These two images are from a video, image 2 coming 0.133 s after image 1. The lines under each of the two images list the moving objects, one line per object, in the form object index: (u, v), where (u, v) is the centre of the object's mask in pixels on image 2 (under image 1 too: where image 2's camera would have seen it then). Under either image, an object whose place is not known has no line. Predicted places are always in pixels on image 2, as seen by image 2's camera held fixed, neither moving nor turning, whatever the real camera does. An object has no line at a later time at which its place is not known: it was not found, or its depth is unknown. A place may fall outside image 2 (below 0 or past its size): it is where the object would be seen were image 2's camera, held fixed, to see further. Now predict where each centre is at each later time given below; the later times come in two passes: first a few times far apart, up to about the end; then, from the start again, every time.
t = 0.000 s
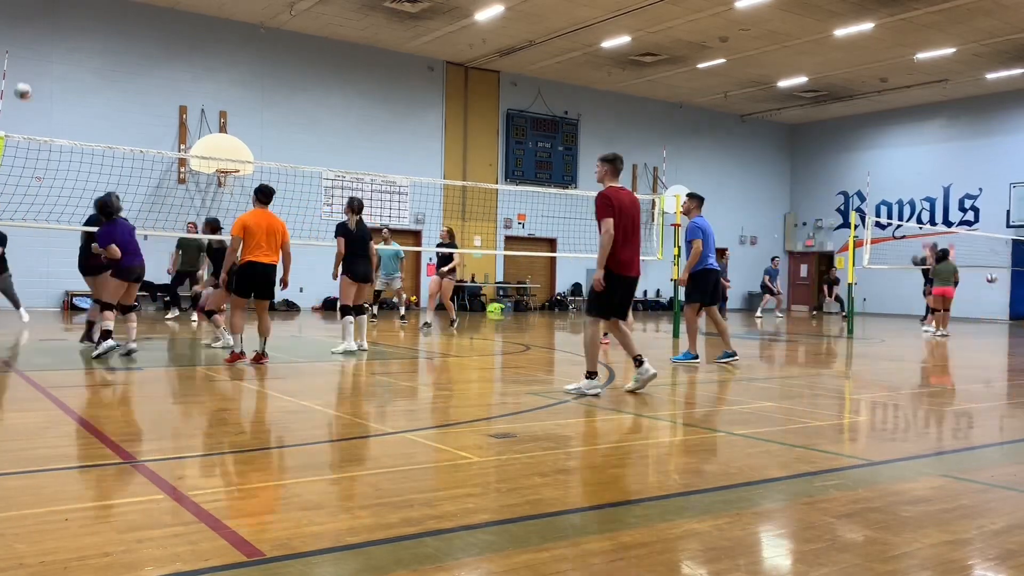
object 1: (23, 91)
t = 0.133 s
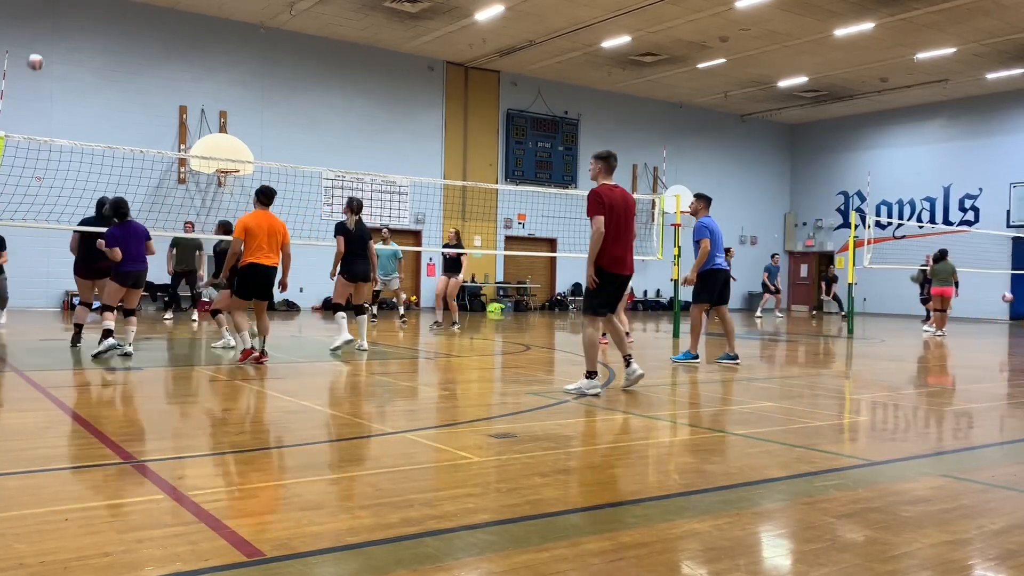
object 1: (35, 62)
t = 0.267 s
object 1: (47, 45)
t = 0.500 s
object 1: (69, 46)
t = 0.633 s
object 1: (81, 66)
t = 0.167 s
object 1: (38, 56)
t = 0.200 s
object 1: (41, 51)
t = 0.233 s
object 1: (44, 48)
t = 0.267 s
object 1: (47, 45)
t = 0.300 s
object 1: (51, 43)
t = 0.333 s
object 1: (53, 41)
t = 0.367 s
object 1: (57, 41)
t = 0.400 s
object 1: (60, 41)
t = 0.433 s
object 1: (62, 42)
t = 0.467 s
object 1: (65, 43)
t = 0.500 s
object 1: (69, 46)
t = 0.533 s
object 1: (72, 50)
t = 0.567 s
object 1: (75, 55)
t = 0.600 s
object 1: (77, 60)
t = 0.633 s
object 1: (81, 66)
